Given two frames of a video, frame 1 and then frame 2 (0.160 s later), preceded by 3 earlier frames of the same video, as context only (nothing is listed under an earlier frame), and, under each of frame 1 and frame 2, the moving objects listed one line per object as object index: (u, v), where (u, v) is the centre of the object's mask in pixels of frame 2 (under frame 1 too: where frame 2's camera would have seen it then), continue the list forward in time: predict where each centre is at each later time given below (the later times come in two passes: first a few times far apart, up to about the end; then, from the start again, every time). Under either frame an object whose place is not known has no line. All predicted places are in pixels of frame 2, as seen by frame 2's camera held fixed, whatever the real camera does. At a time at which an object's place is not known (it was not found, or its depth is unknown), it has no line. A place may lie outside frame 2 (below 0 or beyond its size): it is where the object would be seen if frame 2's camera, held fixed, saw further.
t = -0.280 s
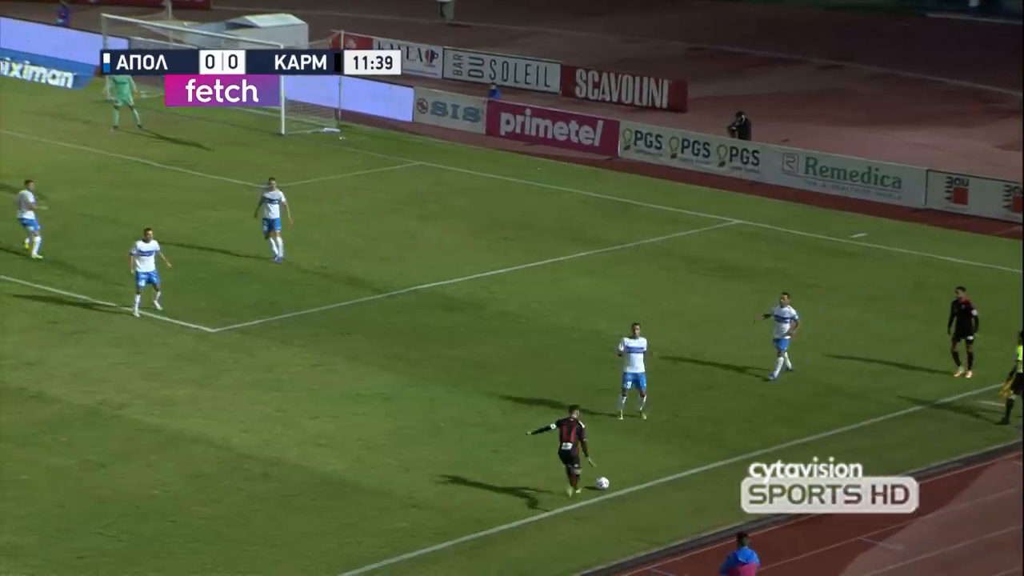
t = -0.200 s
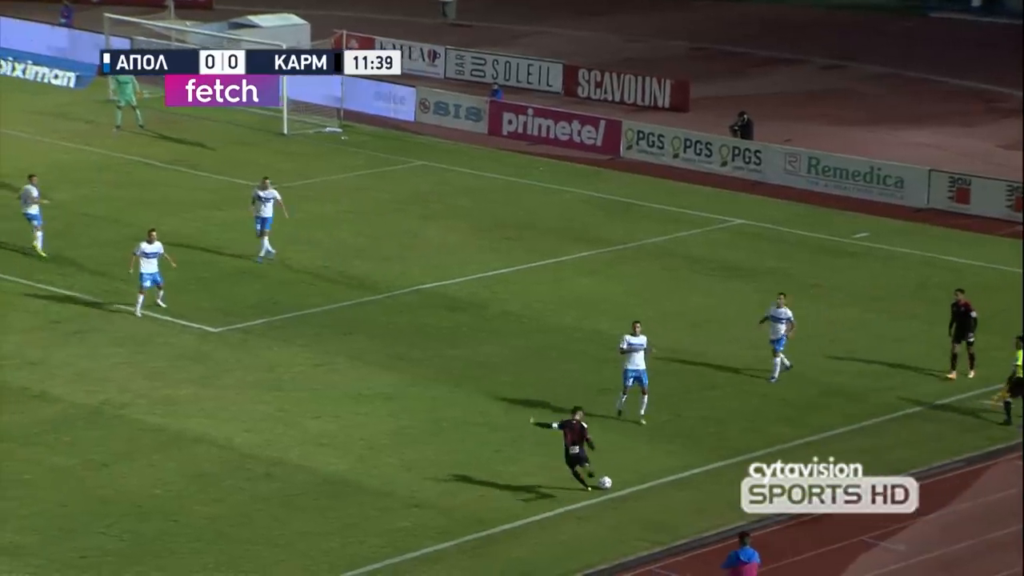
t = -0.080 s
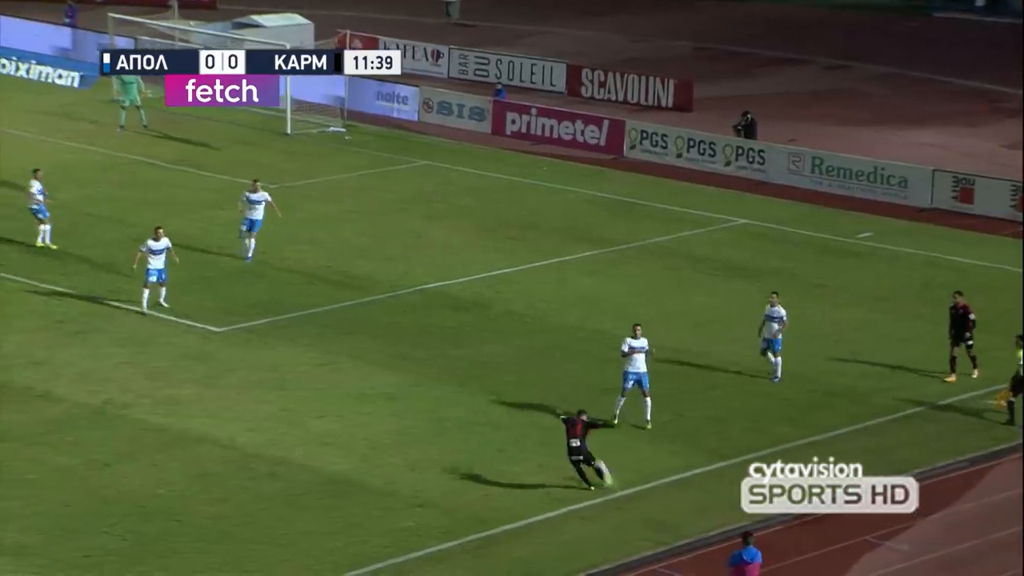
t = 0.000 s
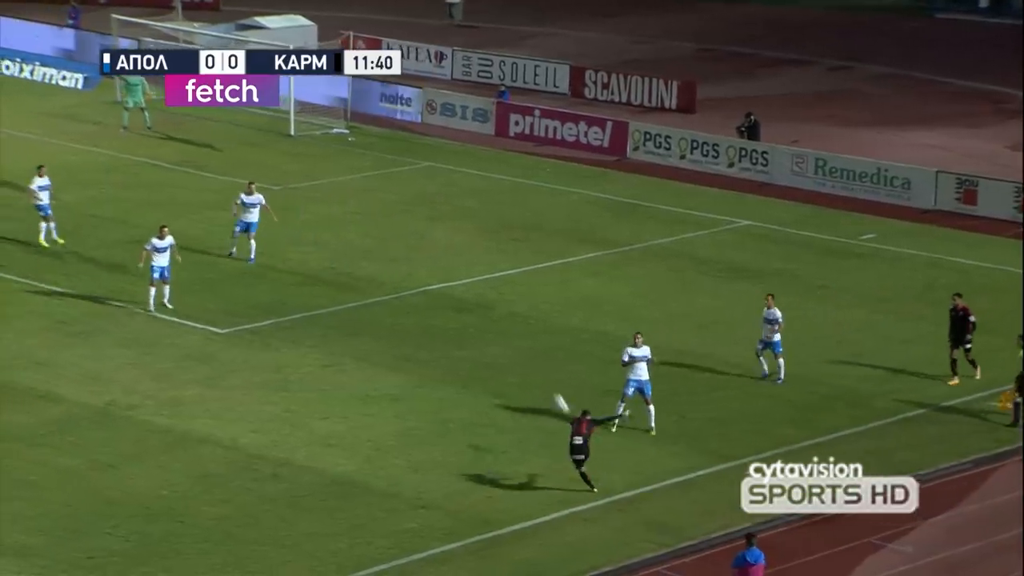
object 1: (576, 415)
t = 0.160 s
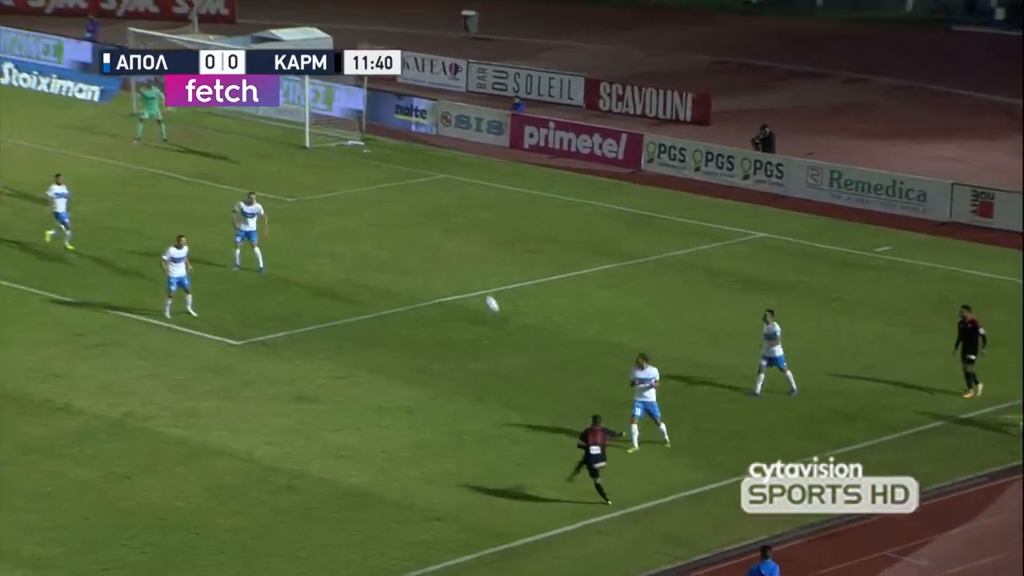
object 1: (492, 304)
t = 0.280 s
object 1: (432, 238)
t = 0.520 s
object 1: (320, 142)
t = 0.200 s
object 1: (472, 280)
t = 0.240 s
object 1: (451, 258)
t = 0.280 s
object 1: (432, 238)
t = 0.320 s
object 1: (412, 219)
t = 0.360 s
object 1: (393, 201)
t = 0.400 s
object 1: (374, 184)
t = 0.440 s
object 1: (356, 169)
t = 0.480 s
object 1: (338, 155)
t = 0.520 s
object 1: (320, 142)
